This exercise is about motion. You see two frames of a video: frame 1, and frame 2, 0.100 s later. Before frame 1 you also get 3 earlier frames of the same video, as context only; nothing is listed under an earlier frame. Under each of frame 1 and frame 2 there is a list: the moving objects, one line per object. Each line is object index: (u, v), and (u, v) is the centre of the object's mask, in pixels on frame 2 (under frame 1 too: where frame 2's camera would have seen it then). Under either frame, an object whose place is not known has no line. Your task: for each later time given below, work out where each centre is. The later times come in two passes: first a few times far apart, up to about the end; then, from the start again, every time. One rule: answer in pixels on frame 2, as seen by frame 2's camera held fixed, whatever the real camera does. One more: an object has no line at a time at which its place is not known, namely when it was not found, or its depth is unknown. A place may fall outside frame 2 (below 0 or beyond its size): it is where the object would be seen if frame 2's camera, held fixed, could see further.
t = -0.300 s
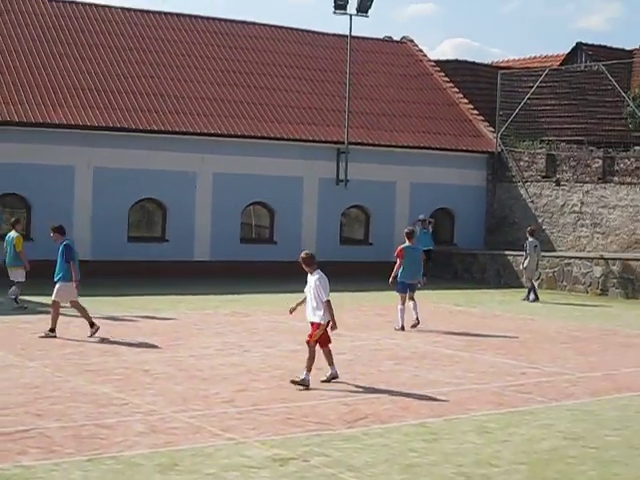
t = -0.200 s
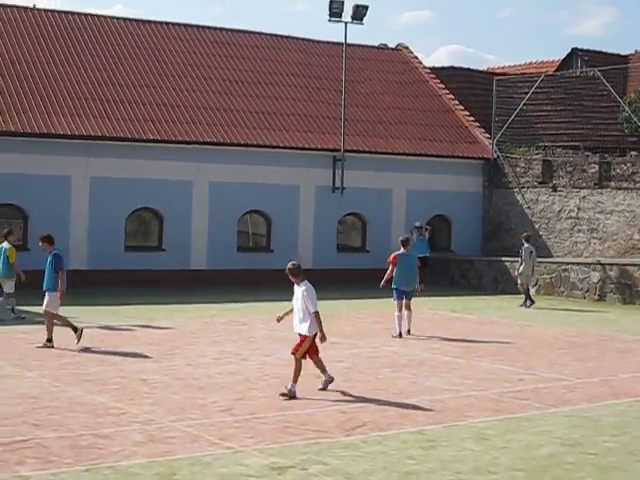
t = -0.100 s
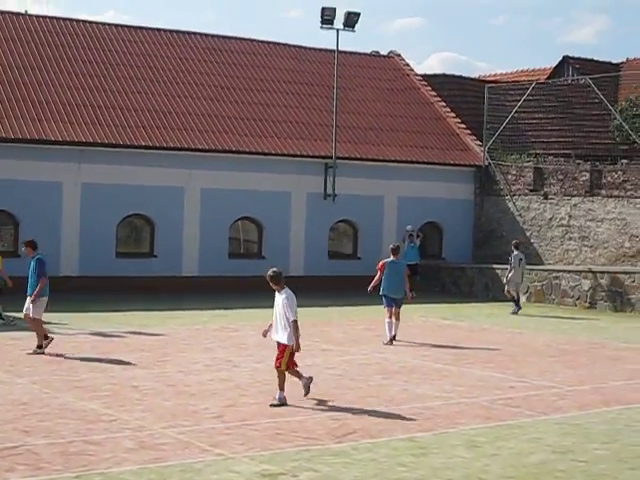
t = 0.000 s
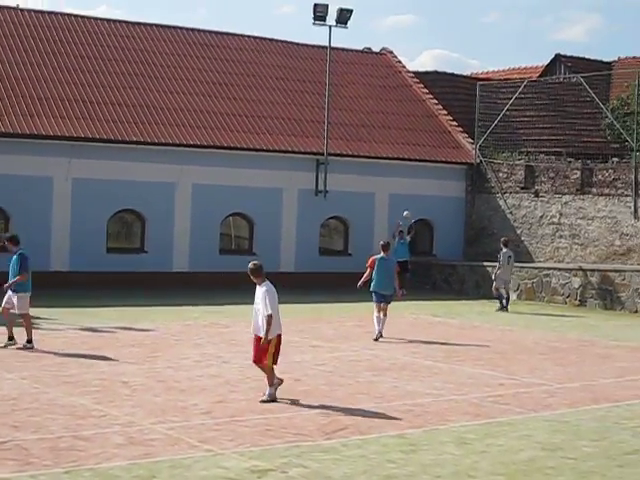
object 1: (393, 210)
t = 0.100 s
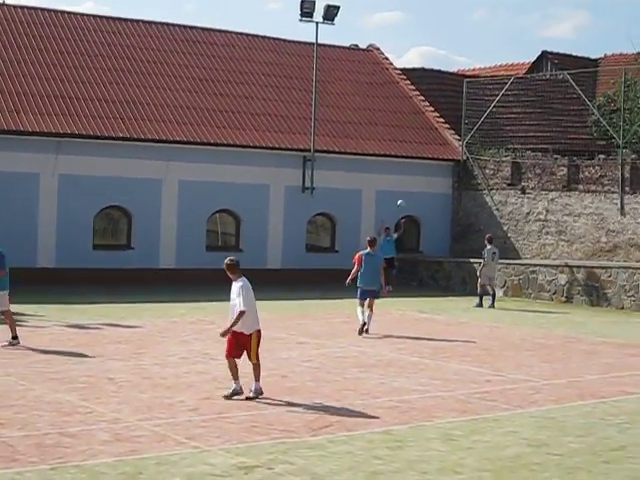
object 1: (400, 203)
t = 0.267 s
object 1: (411, 196)
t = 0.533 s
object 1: (431, 208)
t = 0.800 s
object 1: (451, 248)
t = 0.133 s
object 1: (403, 201)
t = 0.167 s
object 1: (404, 199)
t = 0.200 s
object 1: (407, 196)
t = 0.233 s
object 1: (408, 196)
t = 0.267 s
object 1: (411, 196)
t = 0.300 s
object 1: (413, 195)
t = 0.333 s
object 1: (416, 196)
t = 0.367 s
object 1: (418, 197)
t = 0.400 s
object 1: (421, 199)
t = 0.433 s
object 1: (423, 200)
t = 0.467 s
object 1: (426, 203)
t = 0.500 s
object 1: (428, 205)
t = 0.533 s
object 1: (431, 208)
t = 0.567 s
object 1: (433, 211)
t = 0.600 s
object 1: (436, 215)
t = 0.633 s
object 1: (438, 220)
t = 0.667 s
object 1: (441, 225)
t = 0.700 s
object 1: (443, 229)
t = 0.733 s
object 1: (446, 235)
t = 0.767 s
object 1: (448, 241)
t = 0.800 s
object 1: (451, 248)
